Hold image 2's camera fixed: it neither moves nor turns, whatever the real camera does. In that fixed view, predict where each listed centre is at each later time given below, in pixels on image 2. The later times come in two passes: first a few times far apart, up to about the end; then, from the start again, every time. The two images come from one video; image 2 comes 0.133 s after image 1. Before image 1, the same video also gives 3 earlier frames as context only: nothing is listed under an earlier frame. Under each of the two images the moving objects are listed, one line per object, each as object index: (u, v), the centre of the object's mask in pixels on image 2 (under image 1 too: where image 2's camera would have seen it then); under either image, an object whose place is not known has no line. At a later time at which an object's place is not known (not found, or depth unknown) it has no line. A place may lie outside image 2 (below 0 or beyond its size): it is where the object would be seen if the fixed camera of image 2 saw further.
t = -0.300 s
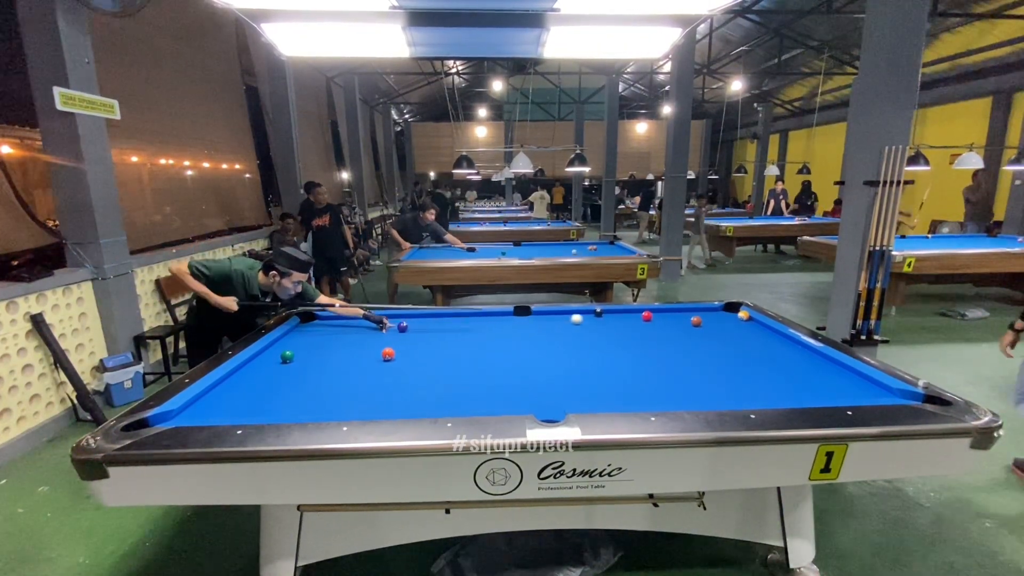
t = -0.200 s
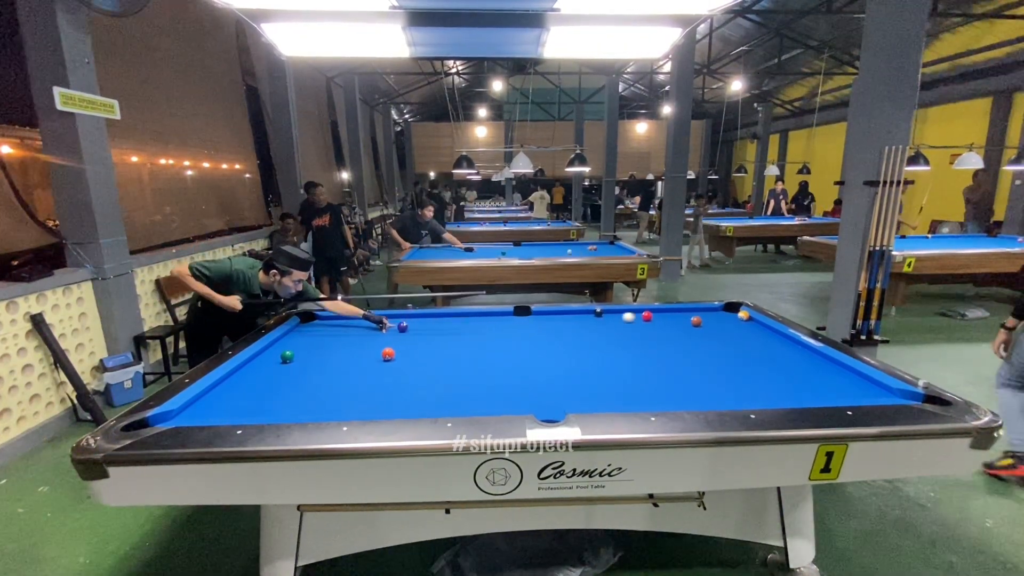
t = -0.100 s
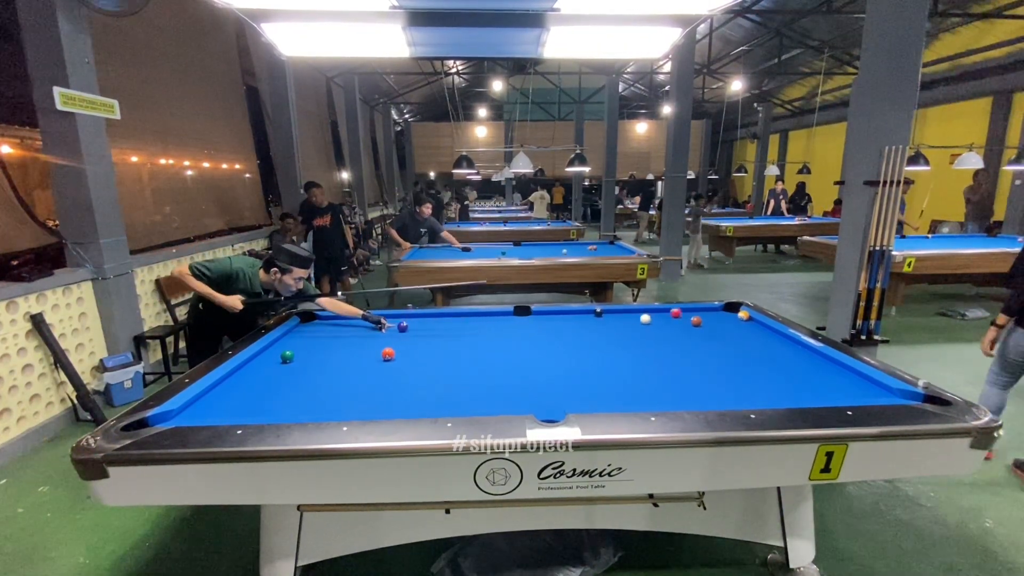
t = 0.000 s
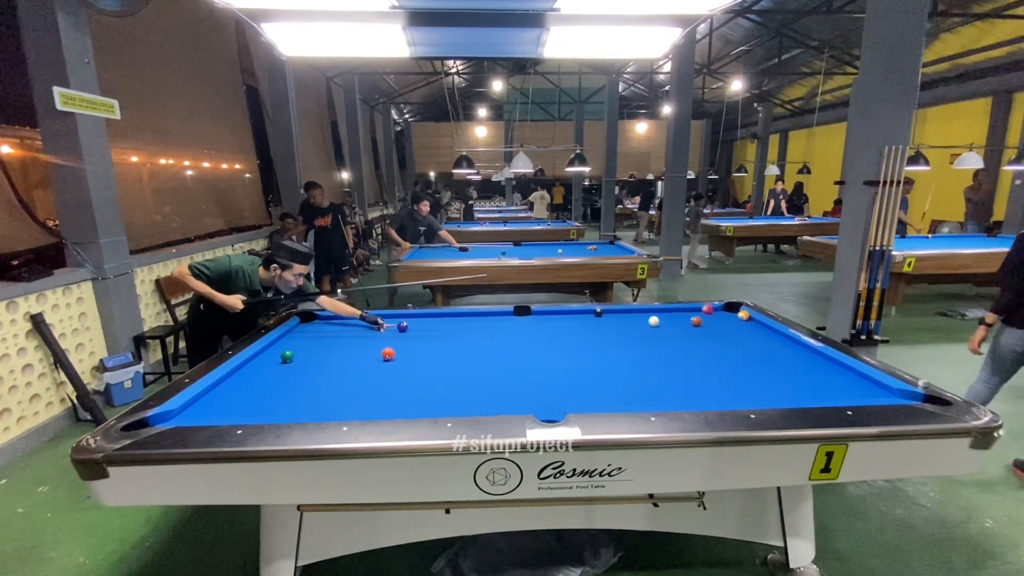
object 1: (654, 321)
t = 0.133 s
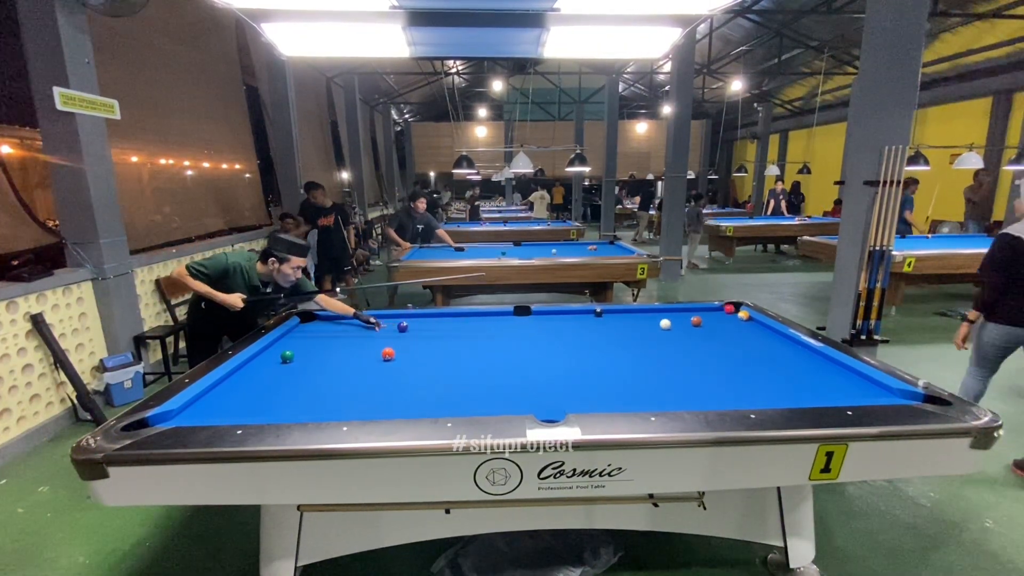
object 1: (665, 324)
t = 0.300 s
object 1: (680, 328)
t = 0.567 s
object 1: (704, 334)
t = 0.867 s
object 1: (732, 342)
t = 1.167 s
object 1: (761, 349)
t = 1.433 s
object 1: (788, 356)
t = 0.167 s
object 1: (668, 325)
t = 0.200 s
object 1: (671, 325)
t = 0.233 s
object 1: (674, 326)
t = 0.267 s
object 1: (677, 327)
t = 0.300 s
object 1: (680, 328)
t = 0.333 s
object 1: (683, 329)
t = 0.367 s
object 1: (686, 330)
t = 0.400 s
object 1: (689, 330)
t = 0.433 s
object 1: (692, 331)
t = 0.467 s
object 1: (695, 332)
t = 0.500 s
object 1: (698, 333)
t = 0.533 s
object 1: (701, 334)
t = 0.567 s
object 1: (704, 334)
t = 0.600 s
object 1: (707, 335)
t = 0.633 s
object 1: (710, 336)
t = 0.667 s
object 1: (713, 337)
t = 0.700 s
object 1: (716, 338)
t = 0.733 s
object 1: (719, 338)
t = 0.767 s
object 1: (723, 339)
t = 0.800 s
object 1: (726, 340)
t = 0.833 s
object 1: (729, 341)
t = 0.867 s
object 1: (732, 342)
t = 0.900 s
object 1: (735, 343)
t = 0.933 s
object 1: (738, 343)
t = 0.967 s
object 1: (742, 344)
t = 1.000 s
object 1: (745, 345)
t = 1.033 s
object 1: (748, 346)
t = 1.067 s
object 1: (751, 347)
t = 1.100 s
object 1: (755, 348)
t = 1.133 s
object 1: (758, 348)
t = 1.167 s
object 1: (761, 349)
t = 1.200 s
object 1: (764, 350)
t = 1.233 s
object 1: (768, 351)
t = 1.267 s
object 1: (771, 352)
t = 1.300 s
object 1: (774, 353)
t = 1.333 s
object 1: (778, 354)
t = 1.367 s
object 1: (781, 355)
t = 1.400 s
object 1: (784, 355)
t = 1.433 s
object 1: (788, 356)
